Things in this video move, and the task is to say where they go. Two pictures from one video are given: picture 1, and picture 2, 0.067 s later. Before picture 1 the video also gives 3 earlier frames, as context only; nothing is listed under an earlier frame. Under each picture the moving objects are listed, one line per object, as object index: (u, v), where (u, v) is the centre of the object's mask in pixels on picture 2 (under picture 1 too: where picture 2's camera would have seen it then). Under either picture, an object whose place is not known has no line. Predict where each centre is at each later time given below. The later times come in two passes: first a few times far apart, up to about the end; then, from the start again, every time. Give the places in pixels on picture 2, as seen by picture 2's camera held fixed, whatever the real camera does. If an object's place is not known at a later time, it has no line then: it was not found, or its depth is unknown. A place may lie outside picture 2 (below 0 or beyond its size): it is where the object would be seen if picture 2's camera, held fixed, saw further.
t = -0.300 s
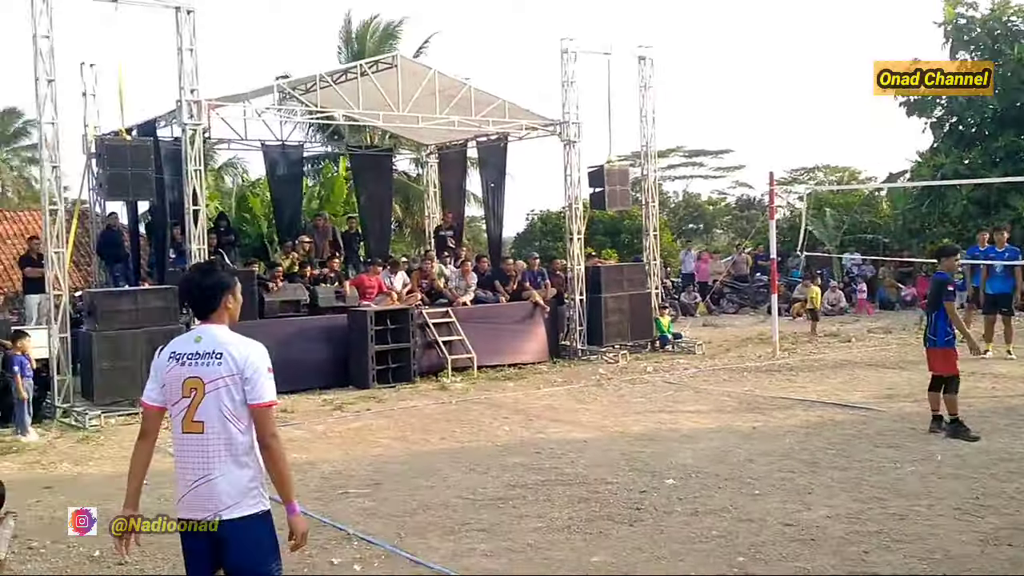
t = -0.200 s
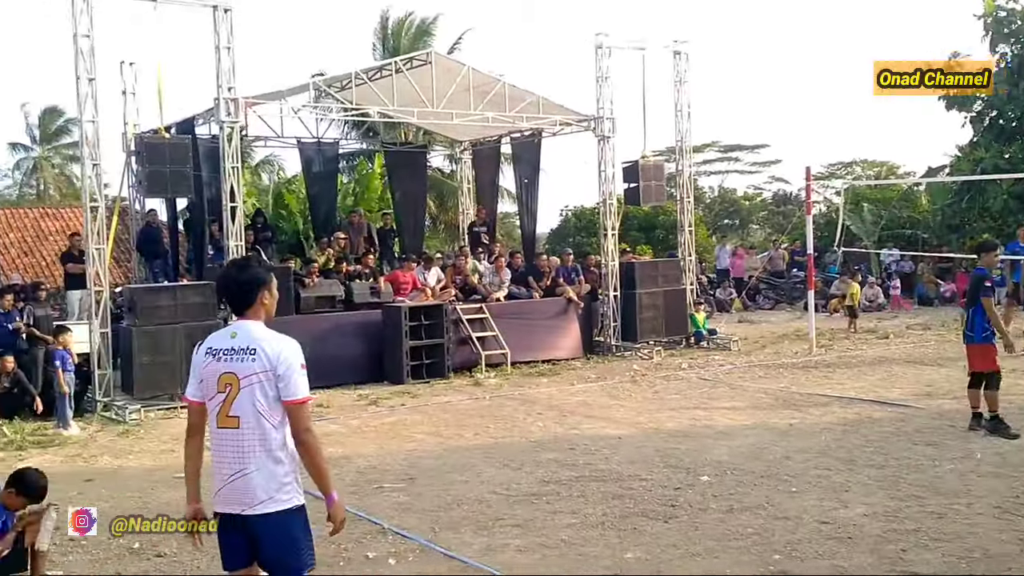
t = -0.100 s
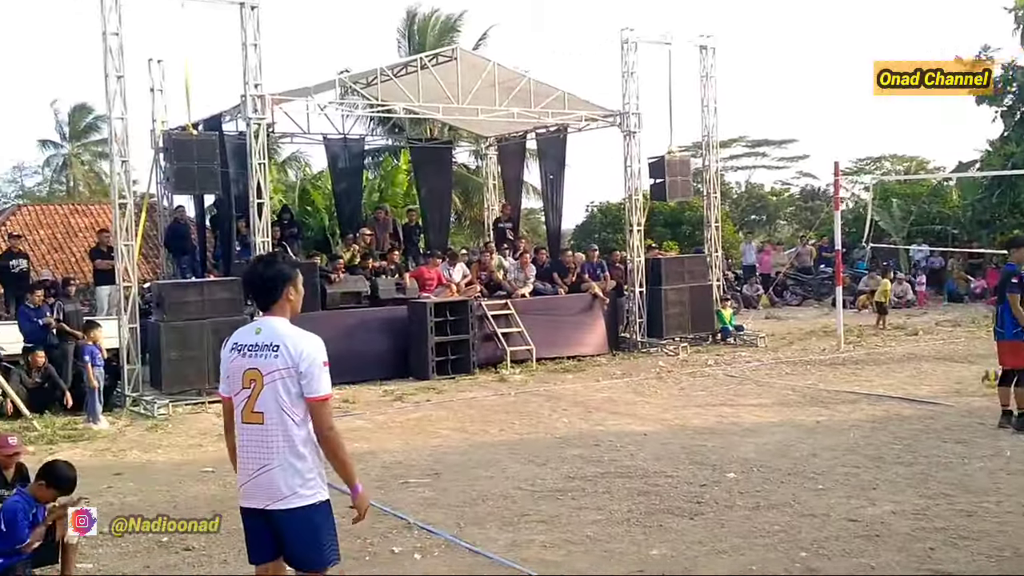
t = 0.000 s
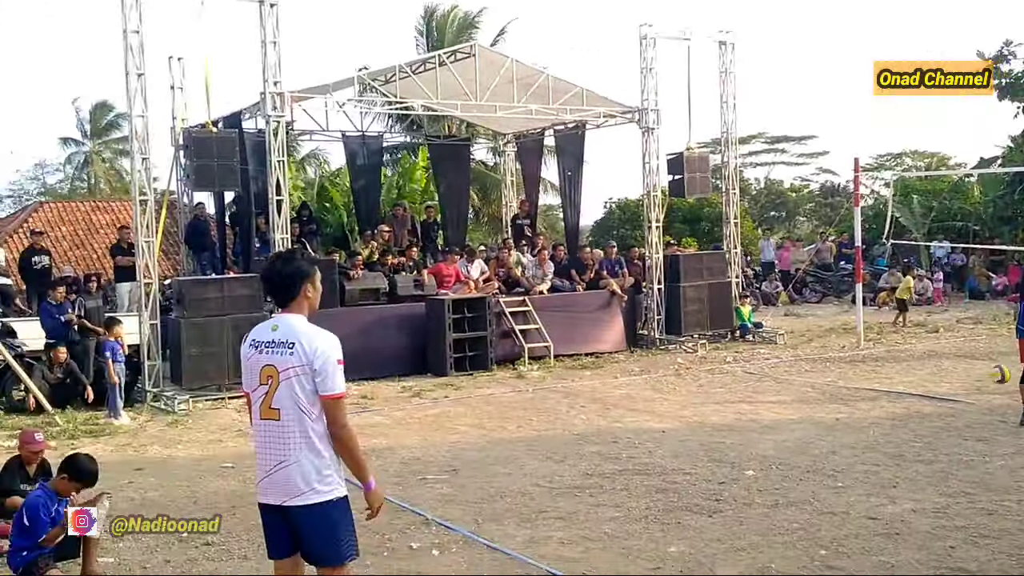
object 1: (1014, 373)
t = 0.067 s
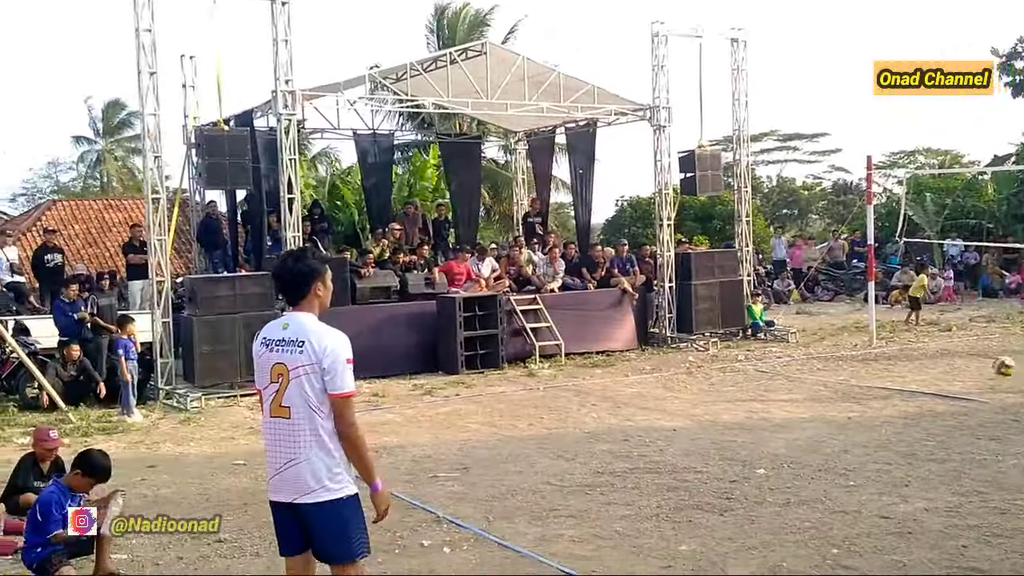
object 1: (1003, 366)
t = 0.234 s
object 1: (977, 372)
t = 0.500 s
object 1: (931, 396)
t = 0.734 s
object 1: (885, 398)
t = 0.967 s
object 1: (839, 403)
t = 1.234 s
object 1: (782, 411)
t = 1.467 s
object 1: (731, 420)
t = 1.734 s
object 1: (677, 425)
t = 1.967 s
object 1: (632, 428)
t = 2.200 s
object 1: (587, 434)
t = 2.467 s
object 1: (535, 443)
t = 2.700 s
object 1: (492, 447)
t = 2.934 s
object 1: (451, 453)
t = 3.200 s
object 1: (406, 459)
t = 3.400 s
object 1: (371, 465)
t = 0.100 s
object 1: (999, 366)
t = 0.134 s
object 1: (993, 365)
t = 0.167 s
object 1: (989, 364)
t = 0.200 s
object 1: (982, 366)
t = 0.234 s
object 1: (977, 372)
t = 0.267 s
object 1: (972, 375)
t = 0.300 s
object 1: (965, 380)
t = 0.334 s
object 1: (958, 385)
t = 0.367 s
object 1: (951, 392)
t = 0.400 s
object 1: (946, 392)
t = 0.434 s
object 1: (940, 391)
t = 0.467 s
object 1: (935, 392)
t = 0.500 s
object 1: (931, 396)
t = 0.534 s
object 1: (924, 396)
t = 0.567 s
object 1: (919, 396)
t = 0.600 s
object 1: (911, 398)
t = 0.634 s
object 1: (904, 399)
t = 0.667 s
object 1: (898, 398)
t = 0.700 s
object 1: (893, 398)
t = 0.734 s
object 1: (885, 398)
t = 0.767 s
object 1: (879, 402)
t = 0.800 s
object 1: (873, 404)
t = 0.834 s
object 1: (867, 401)
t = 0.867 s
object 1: (860, 400)
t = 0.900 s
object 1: (852, 400)
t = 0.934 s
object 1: (845, 401)
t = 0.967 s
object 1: (839, 403)
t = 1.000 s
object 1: (832, 406)
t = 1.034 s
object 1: (824, 406)
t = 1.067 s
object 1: (818, 404)
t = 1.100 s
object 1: (811, 405)
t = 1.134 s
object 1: (804, 406)
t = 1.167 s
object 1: (796, 409)
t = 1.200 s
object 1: (789, 411)
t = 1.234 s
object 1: (782, 411)
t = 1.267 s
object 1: (775, 413)
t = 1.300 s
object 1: (767, 414)
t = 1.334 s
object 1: (761, 415)
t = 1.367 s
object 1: (753, 414)
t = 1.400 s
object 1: (747, 415)
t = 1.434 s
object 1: (739, 418)
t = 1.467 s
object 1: (731, 420)
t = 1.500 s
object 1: (724, 421)
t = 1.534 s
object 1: (717, 422)
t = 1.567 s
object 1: (711, 422)
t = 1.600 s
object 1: (703, 424)
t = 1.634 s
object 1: (698, 424)
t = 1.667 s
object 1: (691, 424)
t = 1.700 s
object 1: (684, 424)
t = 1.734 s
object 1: (677, 425)
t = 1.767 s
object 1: (669, 427)
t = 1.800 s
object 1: (662, 427)
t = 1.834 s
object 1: (656, 428)
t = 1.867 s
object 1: (649, 429)
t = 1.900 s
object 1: (643, 428)
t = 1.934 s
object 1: (638, 428)
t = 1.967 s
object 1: (632, 428)
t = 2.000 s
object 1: (626, 430)
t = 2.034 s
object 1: (620, 433)
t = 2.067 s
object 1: (614, 433)
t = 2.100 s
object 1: (607, 432)
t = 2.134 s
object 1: (601, 433)
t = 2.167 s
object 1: (594, 434)
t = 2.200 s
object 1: (587, 434)
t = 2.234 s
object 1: (580, 435)
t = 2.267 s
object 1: (574, 438)
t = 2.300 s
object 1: (569, 439)
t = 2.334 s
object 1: (562, 439)
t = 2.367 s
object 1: (554, 439)
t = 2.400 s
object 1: (548, 440)
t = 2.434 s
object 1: (541, 442)
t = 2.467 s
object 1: (535, 443)
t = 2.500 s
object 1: (529, 444)
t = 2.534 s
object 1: (522, 443)
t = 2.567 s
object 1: (516, 444)
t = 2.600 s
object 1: (510, 445)
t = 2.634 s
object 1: (503, 446)
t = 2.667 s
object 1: (498, 447)
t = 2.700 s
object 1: (492, 447)
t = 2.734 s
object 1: (487, 448)
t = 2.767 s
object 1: (480, 448)
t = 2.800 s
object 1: (473, 447)
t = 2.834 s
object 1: (468, 448)
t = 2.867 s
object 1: (462, 451)
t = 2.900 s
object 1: (457, 452)
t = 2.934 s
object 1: (451, 453)
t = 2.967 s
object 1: (447, 453)
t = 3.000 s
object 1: (440, 454)
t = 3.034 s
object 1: (434, 455)
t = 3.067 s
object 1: (428, 456)
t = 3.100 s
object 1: (422, 457)
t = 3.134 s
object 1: (417, 456)
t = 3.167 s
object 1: (412, 457)
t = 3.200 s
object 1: (406, 459)
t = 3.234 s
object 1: (400, 461)
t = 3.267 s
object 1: (393, 463)
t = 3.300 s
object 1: (387, 464)
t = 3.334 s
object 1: (382, 465)
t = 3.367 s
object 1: (375, 465)
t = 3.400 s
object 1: (371, 465)
